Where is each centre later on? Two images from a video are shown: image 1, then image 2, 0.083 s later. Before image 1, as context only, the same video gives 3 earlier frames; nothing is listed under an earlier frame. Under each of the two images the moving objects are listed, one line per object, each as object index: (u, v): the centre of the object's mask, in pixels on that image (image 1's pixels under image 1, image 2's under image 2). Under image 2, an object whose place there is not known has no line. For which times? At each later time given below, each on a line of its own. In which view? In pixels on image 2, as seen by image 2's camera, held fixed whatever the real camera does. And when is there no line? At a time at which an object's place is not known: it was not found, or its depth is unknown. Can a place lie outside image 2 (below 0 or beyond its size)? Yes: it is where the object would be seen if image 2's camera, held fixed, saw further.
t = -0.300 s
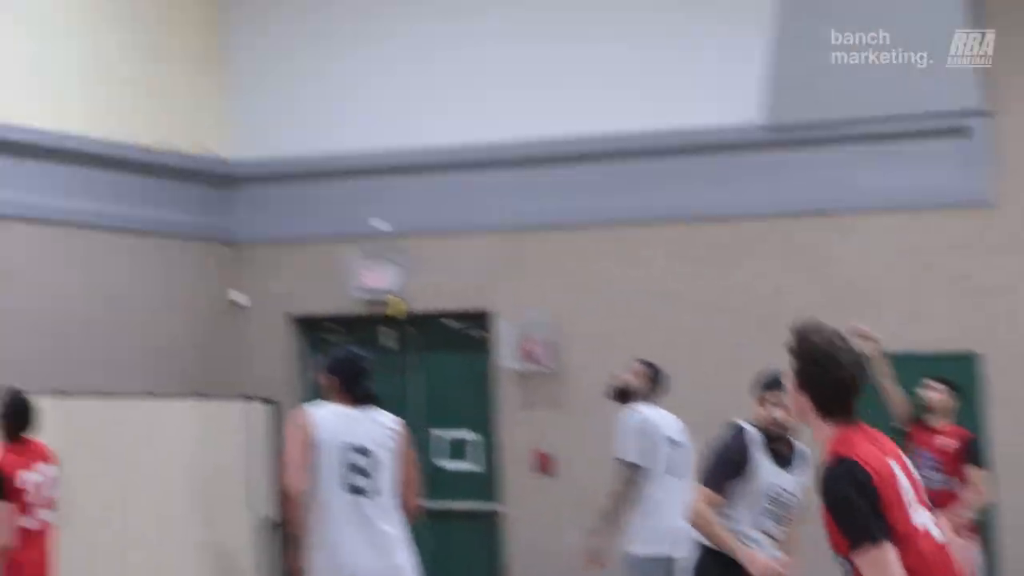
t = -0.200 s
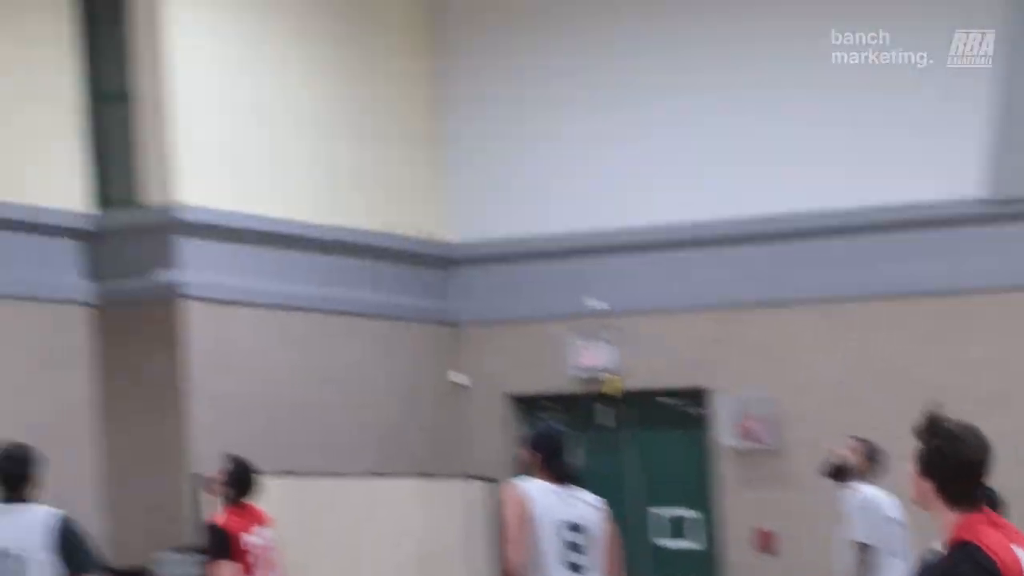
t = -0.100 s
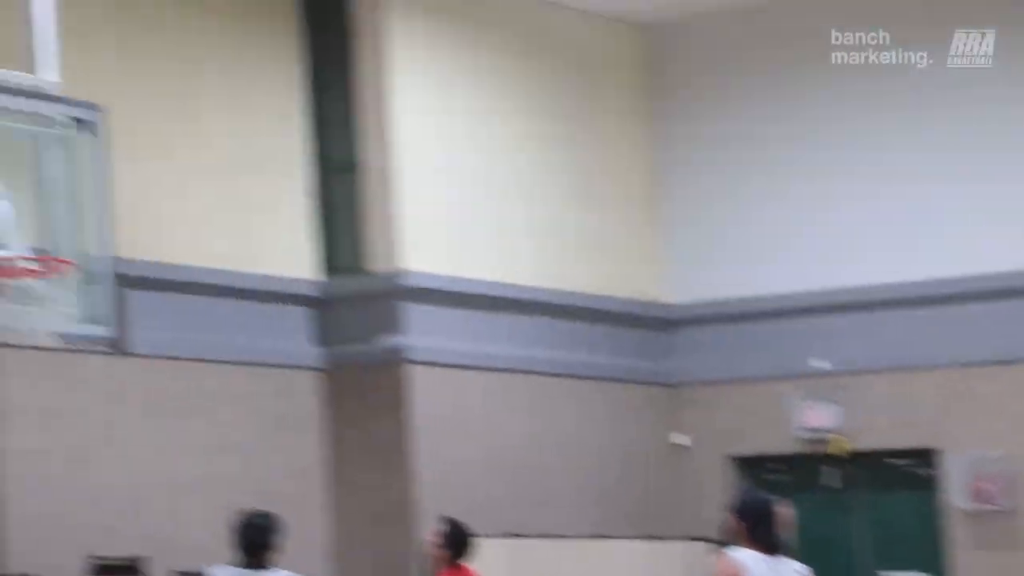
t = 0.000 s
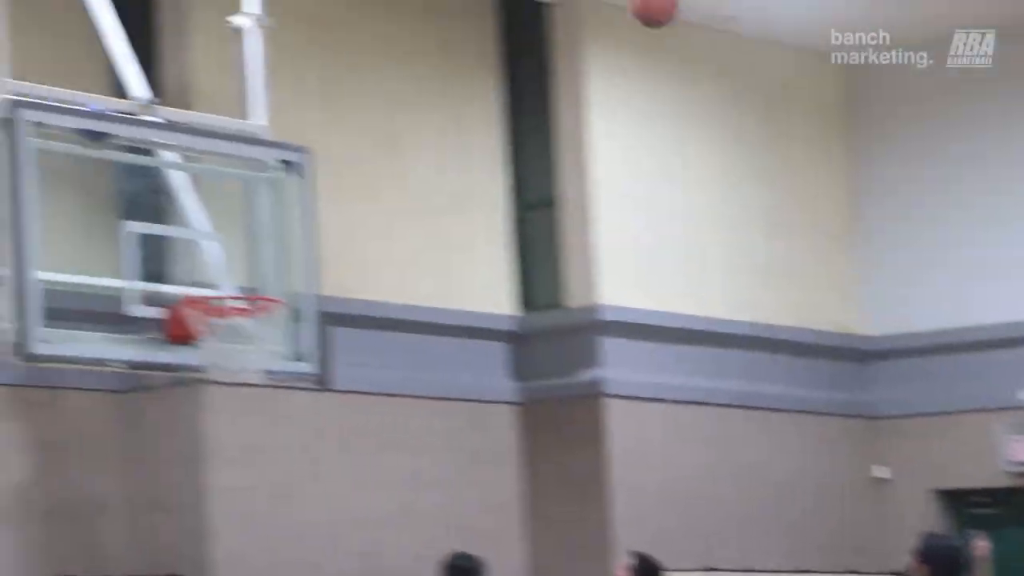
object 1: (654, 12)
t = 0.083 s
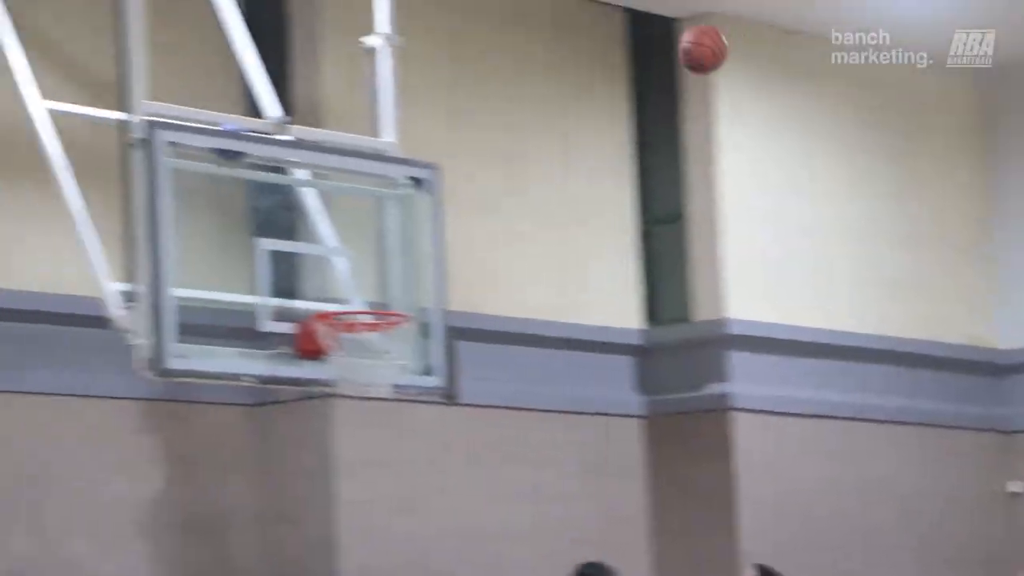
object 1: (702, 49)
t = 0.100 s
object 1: (686, 58)
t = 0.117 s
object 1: (672, 67)
